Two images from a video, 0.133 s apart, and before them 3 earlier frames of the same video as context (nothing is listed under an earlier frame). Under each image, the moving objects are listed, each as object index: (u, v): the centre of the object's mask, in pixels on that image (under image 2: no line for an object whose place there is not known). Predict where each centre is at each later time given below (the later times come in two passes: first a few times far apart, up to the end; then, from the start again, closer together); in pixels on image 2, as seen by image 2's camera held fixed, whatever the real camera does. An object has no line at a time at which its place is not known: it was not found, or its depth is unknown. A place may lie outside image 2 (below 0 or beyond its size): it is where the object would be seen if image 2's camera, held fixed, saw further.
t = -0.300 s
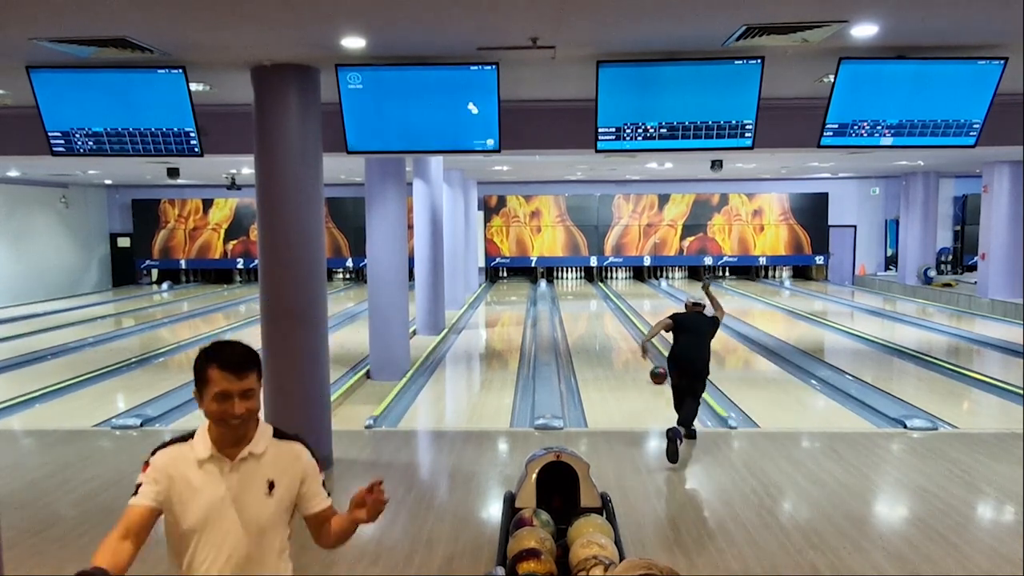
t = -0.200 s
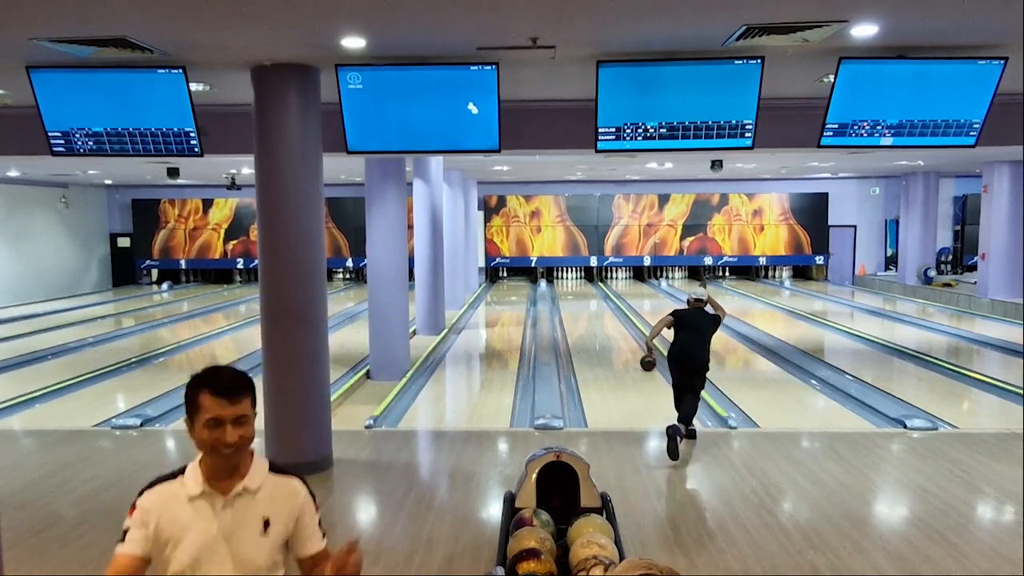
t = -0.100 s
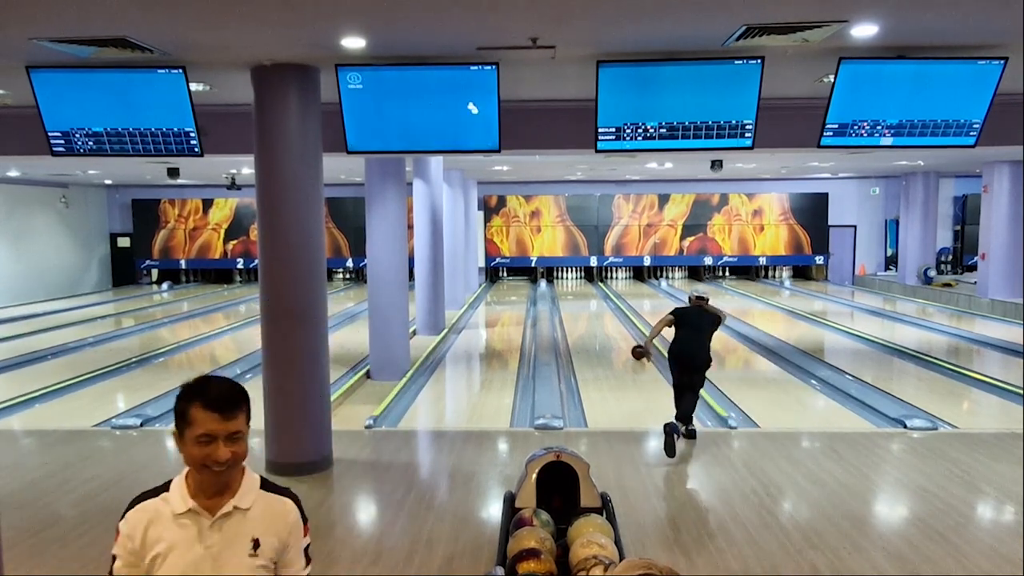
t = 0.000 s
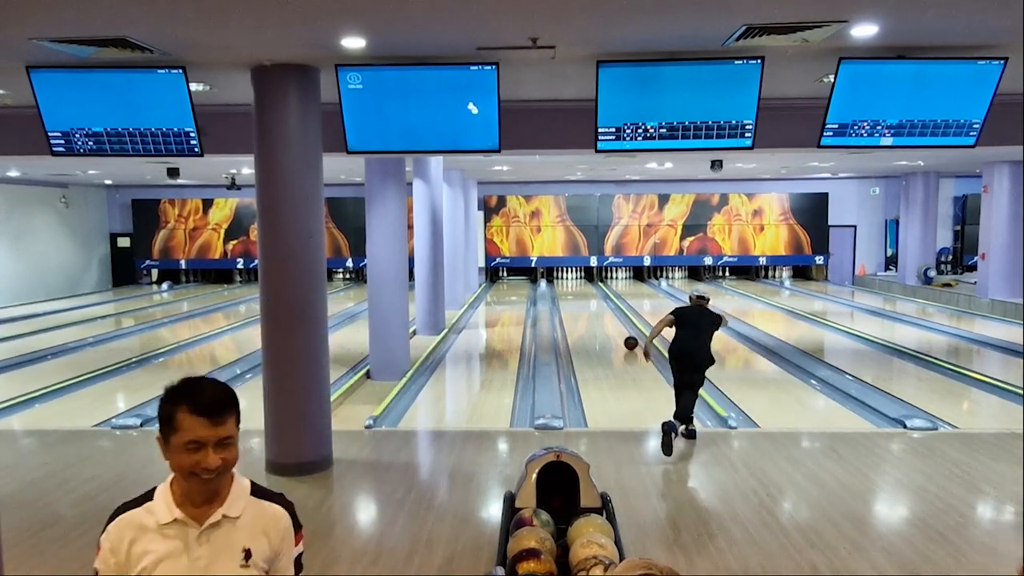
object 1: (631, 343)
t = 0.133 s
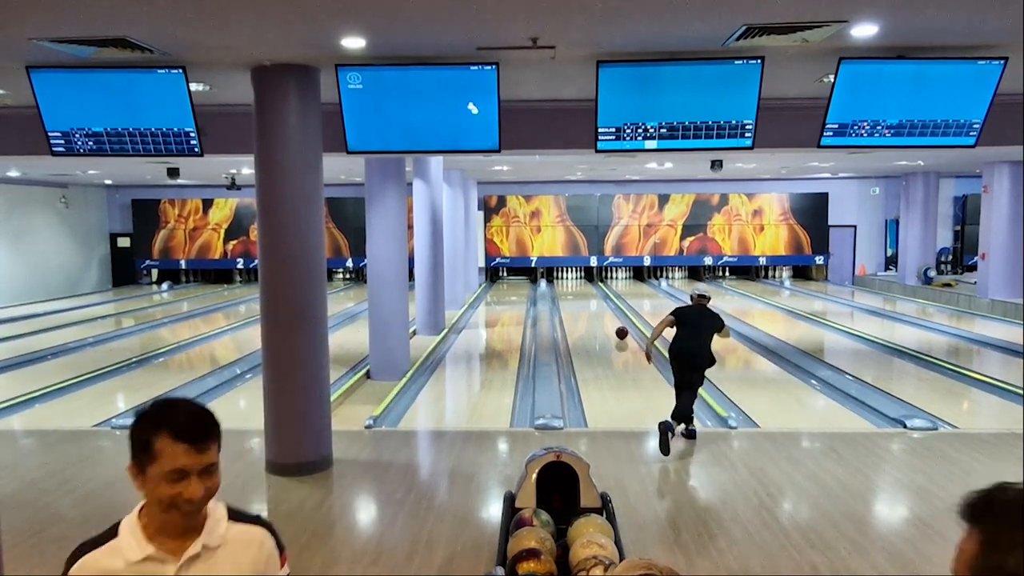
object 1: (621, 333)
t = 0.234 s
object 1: (616, 326)
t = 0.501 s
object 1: (603, 312)
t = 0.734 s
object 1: (593, 301)
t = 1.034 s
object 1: (584, 292)
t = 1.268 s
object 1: (578, 286)
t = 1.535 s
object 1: (572, 280)
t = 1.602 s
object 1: (570, 279)
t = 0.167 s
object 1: (620, 330)
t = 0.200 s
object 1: (618, 328)
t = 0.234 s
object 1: (616, 326)
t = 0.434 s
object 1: (605, 315)
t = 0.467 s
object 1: (604, 313)
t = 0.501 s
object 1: (603, 312)
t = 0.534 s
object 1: (601, 310)
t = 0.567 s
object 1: (600, 309)
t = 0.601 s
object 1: (599, 307)
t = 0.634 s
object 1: (597, 306)
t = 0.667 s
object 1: (596, 305)
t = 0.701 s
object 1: (595, 303)
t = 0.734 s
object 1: (593, 301)
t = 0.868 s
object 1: (588, 297)
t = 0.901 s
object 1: (587, 296)
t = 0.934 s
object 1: (586, 295)
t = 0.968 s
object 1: (585, 294)
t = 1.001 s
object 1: (584, 293)
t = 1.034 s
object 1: (584, 292)
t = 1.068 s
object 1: (583, 291)
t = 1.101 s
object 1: (582, 290)
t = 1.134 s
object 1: (581, 289)
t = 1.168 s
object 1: (580, 288)
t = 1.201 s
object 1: (579, 287)
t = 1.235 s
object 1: (579, 286)
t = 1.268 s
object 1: (578, 286)
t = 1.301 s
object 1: (577, 285)
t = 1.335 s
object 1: (576, 285)
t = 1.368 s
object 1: (575, 284)
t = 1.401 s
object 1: (575, 283)
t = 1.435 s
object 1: (574, 283)
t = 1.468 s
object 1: (573, 282)
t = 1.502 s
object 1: (573, 281)
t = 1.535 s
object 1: (572, 280)
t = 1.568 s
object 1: (571, 280)
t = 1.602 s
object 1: (570, 279)
